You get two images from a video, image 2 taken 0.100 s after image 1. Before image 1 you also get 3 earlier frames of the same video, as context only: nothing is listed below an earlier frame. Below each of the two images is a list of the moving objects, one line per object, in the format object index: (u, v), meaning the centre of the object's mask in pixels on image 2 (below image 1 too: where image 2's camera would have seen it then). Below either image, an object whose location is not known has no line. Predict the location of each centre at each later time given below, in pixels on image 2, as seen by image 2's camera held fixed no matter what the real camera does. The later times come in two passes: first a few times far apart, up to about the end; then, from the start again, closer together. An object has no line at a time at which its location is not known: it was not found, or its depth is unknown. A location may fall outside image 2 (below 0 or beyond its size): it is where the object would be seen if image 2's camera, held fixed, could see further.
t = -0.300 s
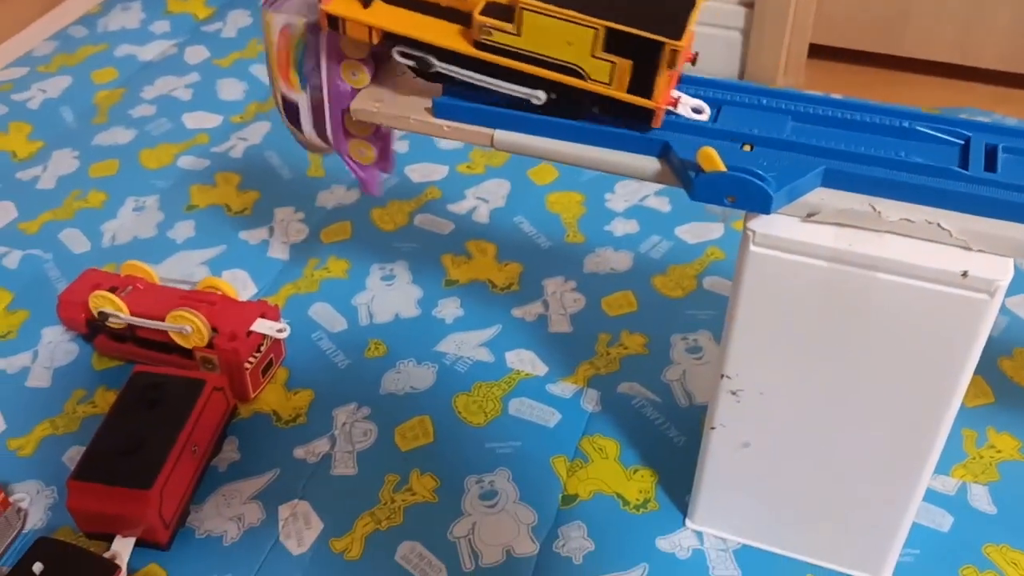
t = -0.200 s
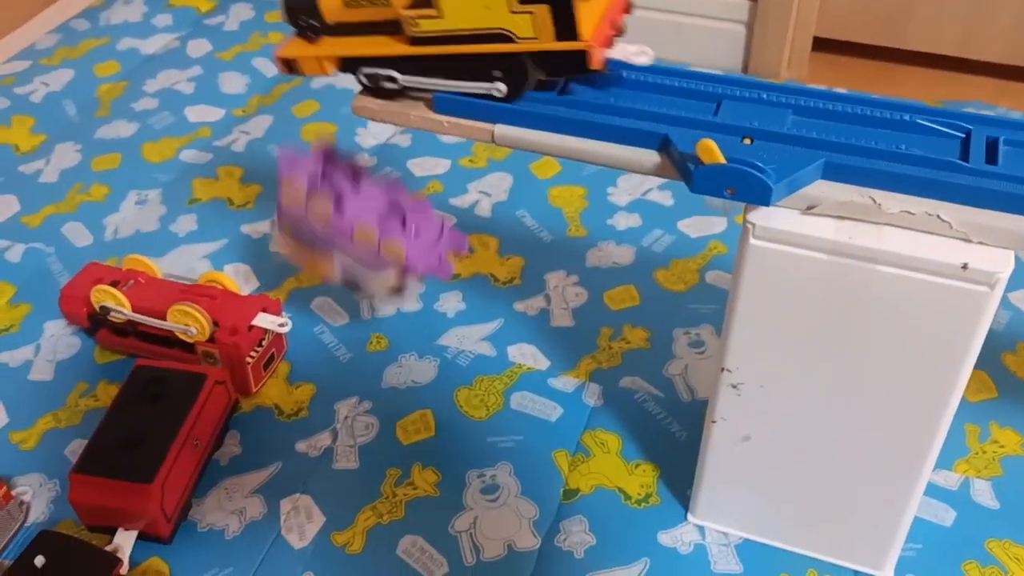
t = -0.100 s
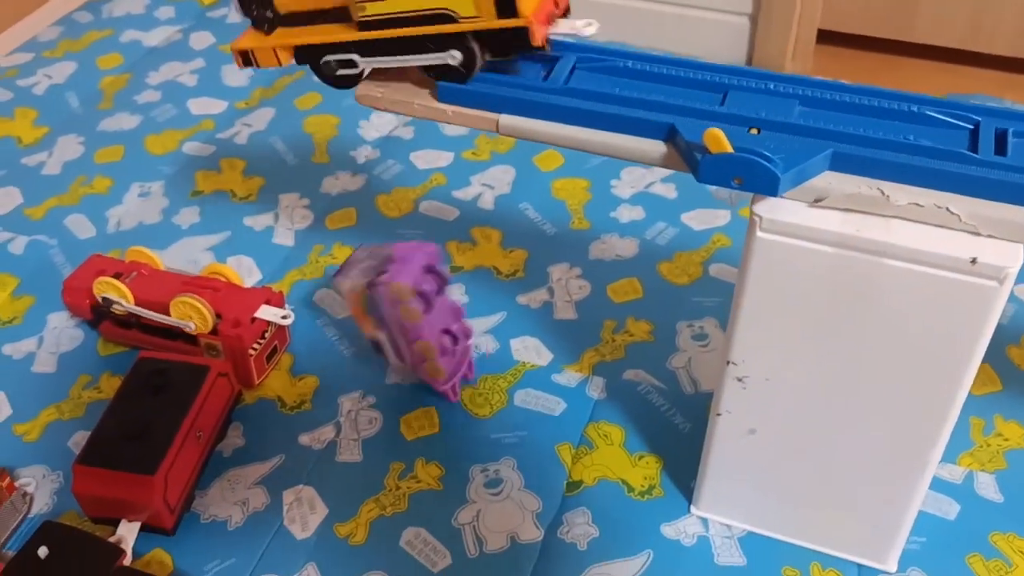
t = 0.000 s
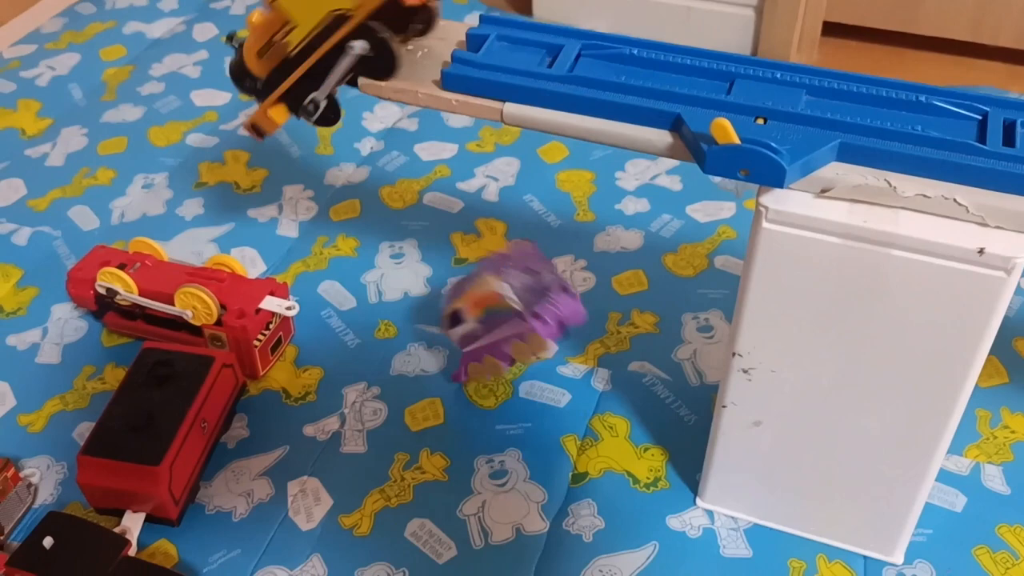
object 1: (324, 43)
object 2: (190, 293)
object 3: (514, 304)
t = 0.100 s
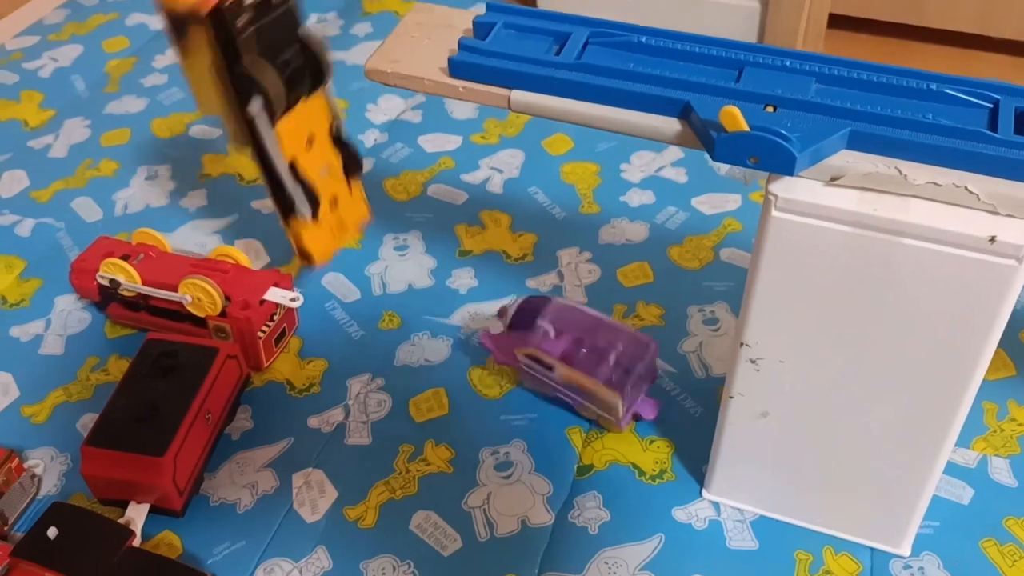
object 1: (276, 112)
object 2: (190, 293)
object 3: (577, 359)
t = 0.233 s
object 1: (262, 188)
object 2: (163, 276)
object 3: (562, 426)
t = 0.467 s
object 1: (304, 167)
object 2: (162, 280)
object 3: (534, 438)
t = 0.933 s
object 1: (318, 199)
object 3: (534, 437)
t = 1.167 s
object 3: (534, 437)
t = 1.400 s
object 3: (533, 435)
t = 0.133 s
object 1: (263, 172)
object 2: (189, 293)
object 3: (580, 372)
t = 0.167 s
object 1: (267, 240)
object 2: (176, 295)
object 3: (579, 385)
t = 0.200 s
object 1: (261, 207)
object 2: (170, 280)
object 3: (573, 406)
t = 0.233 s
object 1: (262, 188)
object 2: (163, 276)
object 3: (562, 426)
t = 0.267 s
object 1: (268, 187)
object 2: (161, 282)
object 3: (551, 429)
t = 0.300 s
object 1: (280, 205)
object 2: (158, 280)
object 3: (542, 433)
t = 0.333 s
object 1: (303, 231)
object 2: (165, 277)
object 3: (537, 438)
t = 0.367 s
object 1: (307, 224)
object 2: (168, 276)
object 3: (534, 437)
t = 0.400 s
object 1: (302, 197)
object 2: (169, 276)
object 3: (534, 438)
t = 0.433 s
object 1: (299, 181)
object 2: (166, 277)
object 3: (534, 438)
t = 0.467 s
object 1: (304, 167)
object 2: (162, 280)
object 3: (534, 438)
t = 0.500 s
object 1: (300, 172)
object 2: (160, 281)
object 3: (534, 438)
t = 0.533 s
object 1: (305, 178)
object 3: (534, 438)
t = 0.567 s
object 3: (534, 438)
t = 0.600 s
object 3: (534, 438)
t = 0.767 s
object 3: (534, 438)
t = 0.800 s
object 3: (534, 438)
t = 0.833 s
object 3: (534, 438)
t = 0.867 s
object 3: (534, 438)
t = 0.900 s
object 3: (534, 437)
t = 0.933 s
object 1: (318, 199)
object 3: (534, 437)
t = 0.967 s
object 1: (318, 199)
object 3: (534, 438)
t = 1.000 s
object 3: (534, 437)
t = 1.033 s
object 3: (534, 438)
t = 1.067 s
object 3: (534, 437)
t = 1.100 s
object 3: (534, 437)
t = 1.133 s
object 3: (534, 438)
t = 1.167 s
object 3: (534, 437)
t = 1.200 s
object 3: (534, 438)
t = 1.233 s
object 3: (534, 437)
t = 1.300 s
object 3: (533, 436)
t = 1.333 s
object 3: (533, 436)
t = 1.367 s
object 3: (533, 436)
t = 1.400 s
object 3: (533, 435)
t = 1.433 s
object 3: (533, 436)
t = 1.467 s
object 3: (533, 436)
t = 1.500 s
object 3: (534, 438)
